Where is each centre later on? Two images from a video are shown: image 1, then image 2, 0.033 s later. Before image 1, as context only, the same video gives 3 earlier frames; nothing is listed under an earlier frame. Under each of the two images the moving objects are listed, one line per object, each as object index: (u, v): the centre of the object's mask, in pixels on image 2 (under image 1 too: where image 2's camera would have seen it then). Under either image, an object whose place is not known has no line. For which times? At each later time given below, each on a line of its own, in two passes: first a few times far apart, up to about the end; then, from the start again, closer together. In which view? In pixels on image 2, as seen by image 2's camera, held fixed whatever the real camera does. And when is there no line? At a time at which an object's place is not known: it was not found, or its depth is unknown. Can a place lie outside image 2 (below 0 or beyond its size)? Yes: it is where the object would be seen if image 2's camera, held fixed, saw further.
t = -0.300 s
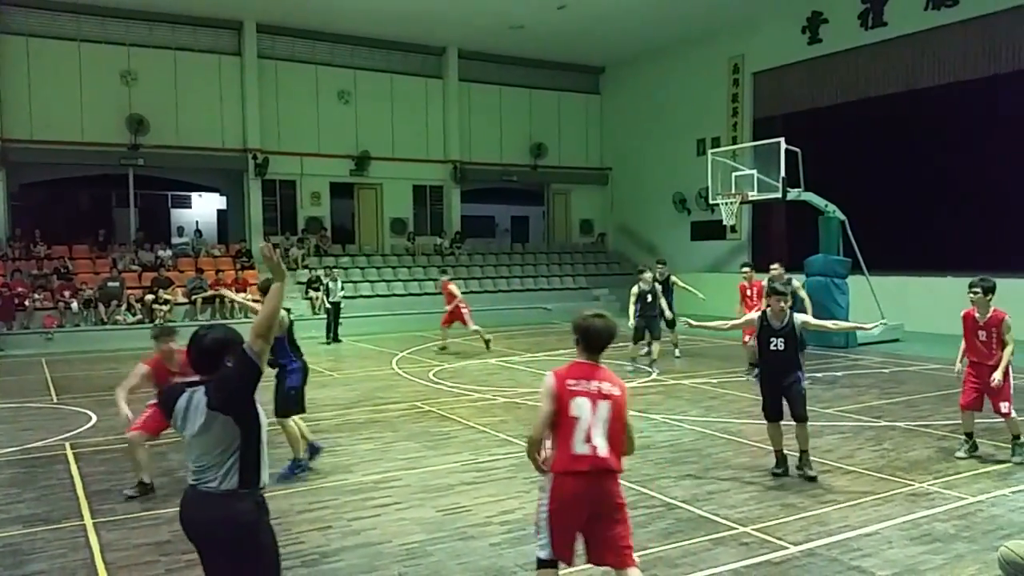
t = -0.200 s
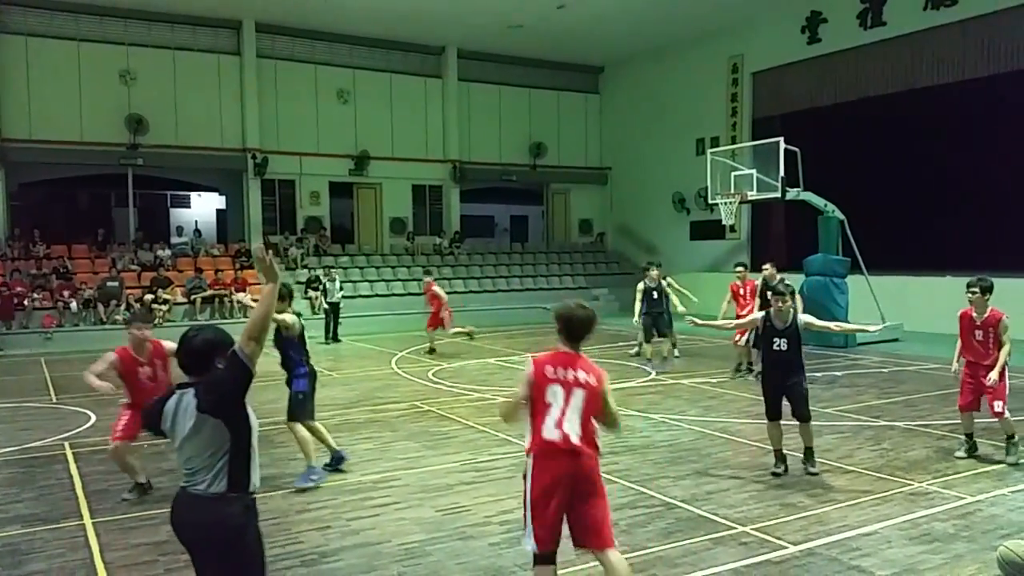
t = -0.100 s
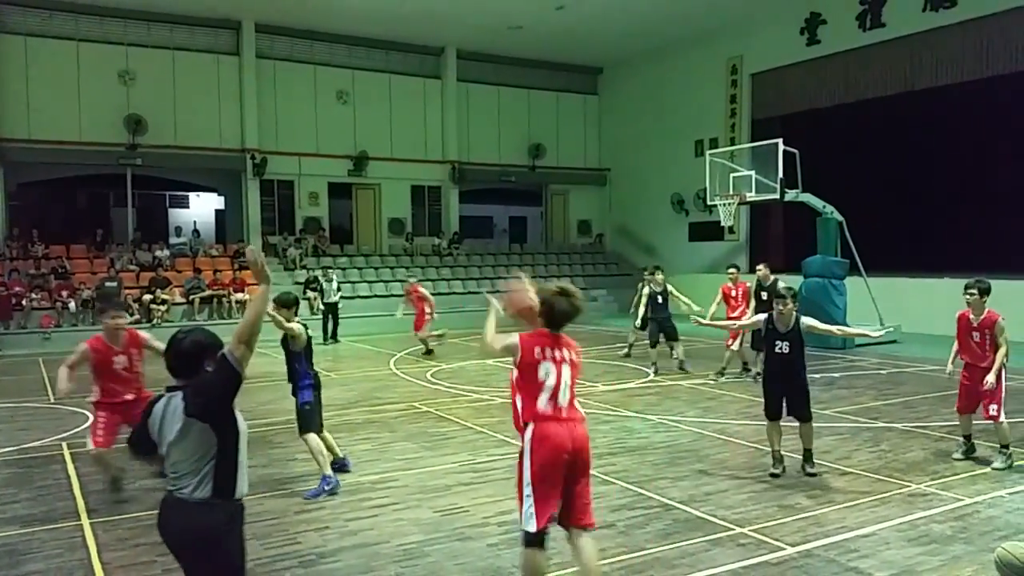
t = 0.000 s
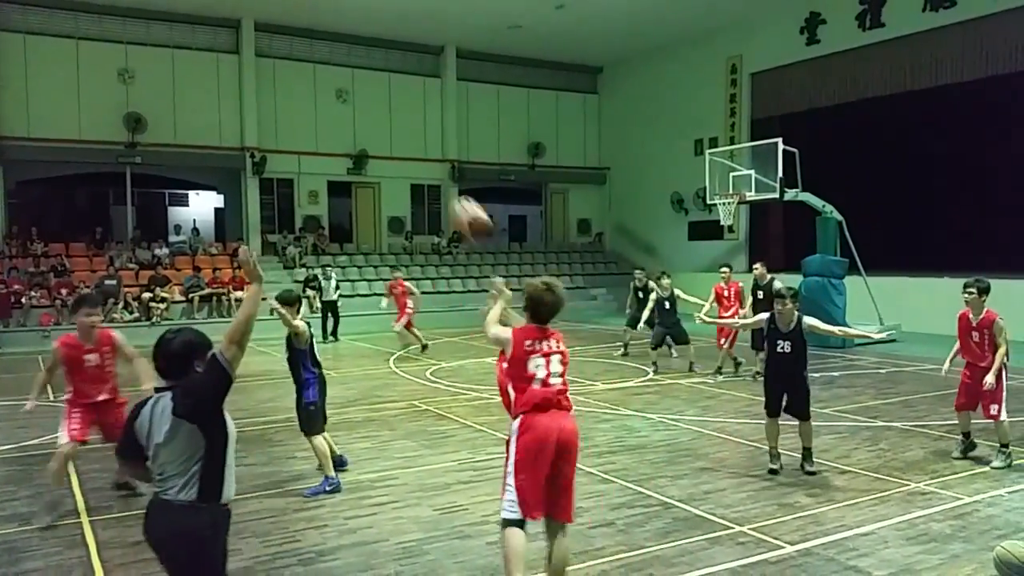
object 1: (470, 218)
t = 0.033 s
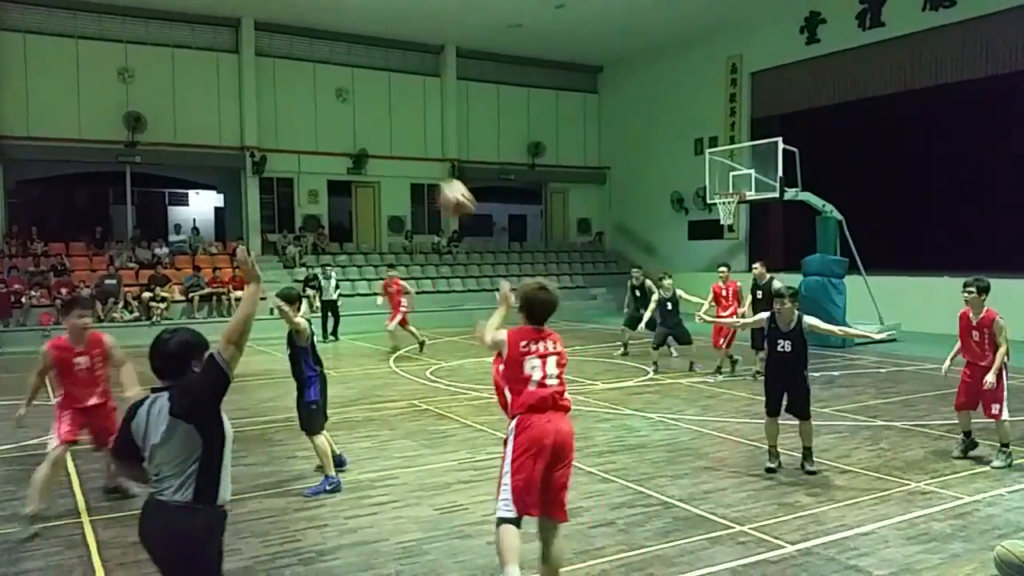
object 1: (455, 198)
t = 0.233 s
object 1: (390, 138)
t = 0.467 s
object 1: (347, 134)
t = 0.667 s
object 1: (324, 161)
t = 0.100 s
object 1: (430, 170)
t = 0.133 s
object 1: (418, 157)
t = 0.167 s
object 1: (409, 149)
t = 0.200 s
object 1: (399, 143)
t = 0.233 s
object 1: (390, 138)
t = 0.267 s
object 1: (380, 133)
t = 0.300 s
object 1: (372, 130)
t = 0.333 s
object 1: (366, 128)
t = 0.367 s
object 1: (361, 128)
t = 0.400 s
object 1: (357, 129)
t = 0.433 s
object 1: (352, 131)
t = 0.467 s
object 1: (347, 134)
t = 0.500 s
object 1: (344, 136)
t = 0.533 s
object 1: (338, 140)
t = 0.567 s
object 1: (335, 144)
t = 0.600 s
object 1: (331, 149)
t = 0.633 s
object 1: (327, 154)
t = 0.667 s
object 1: (324, 161)
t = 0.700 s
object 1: (321, 167)
